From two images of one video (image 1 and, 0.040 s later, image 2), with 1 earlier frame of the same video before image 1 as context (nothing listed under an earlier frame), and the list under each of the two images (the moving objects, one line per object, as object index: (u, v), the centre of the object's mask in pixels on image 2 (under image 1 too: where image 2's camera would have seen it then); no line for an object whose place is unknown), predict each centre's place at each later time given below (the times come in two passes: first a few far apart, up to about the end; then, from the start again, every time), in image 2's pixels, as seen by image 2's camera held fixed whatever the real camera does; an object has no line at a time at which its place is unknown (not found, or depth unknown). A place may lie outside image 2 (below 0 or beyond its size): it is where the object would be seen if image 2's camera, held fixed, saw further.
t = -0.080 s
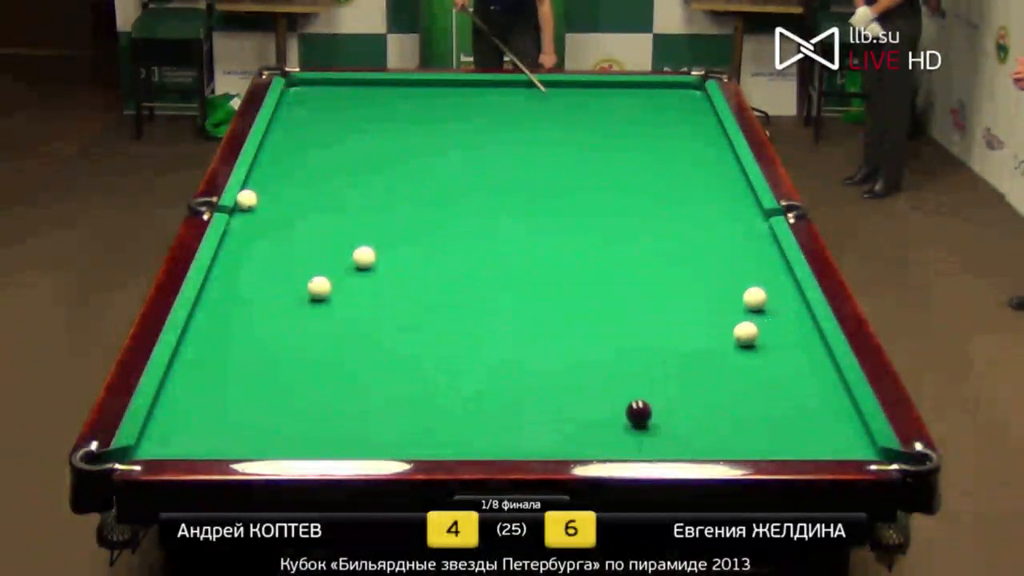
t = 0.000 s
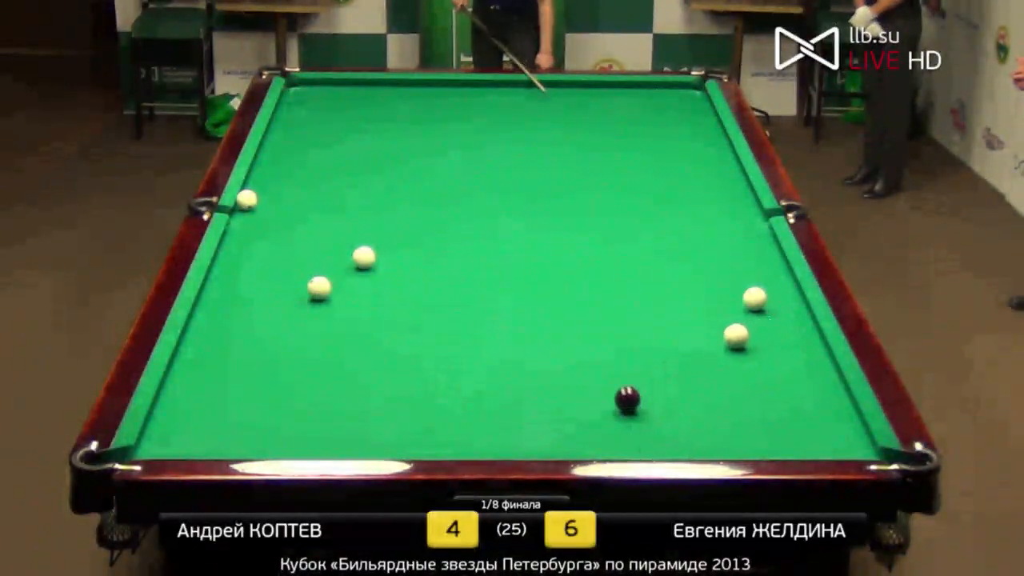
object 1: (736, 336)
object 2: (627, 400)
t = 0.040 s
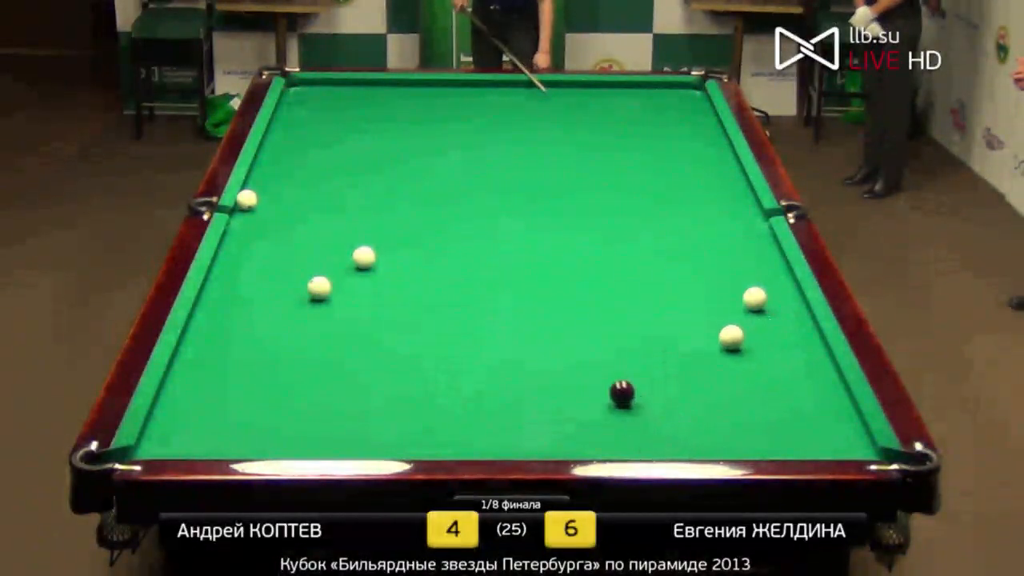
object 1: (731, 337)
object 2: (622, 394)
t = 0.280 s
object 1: (702, 345)
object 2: (592, 358)
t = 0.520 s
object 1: (675, 352)
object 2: (565, 326)
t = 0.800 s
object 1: (643, 360)
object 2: (537, 293)
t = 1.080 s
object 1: (611, 367)
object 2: (511, 263)
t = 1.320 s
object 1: (585, 373)
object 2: (492, 240)
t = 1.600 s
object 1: (555, 380)
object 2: (471, 216)
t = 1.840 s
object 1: (530, 386)
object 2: (455, 197)
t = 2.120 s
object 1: (502, 393)
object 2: (437, 177)
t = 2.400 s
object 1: (475, 399)
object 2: (421, 158)
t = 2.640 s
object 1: (454, 404)
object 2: (408, 143)
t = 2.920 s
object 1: (429, 409)
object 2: (394, 128)
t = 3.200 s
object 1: (405, 414)
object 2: (382, 113)
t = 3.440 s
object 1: (387, 418)
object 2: (372, 102)
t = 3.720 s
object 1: (366, 422)
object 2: (361, 89)
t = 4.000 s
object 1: (347, 425)
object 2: (351, 85)
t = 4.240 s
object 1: (332, 428)
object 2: (343, 90)
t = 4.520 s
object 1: (316, 431)
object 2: (334, 97)
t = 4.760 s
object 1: (304, 433)
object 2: (326, 102)
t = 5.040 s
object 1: (291, 436)
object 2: (317, 108)
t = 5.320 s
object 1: (280, 437)
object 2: (308, 113)
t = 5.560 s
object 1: (273, 438)
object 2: (301, 118)
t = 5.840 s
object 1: (266, 438)
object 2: (293, 124)
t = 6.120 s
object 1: (262, 439)
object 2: (286, 129)
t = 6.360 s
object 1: (260, 439)
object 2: (280, 133)
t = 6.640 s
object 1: (260, 439)
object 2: (273, 137)
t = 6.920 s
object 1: (261, 439)
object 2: (270, 141)
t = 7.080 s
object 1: (261, 439)
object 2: (271, 143)
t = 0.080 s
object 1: (726, 339)
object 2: (617, 388)
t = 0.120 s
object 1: (721, 340)
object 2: (612, 381)
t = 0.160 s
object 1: (717, 341)
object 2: (607, 376)
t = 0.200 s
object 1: (712, 342)
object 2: (601, 370)
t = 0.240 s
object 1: (707, 344)
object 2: (597, 364)
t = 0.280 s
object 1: (702, 345)
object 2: (592, 358)
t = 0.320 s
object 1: (698, 346)
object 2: (587, 353)
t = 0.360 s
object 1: (693, 347)
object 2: (583, 347)
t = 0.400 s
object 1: (688, 348)
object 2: (578, 342)
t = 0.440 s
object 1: (684, 349)
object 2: (574, 337)
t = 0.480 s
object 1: (679, 350)
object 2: (569, 332)
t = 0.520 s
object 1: (675, 352)
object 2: (565, 326)
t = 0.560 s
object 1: (670, 353)
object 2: (561, 321)
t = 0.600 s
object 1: (665, 354)
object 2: (557, 316)
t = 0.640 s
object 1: (661, 355)
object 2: (553, 312)
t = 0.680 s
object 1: (656, 356)
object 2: (549, 307)
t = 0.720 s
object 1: (652, 357)
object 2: (545, 302)
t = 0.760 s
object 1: (647, 358)
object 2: (541, 297)
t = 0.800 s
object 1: (643, 360)
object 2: (537, 293)
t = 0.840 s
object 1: (638, 360)
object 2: (533, 289)
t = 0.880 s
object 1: (634, 362)
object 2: (529, 284)
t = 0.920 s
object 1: (629, 363)
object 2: (526, 280)
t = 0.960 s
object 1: (625, 364)
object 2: (522, 276)
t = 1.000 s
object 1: (620, 365)
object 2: (518, 272)
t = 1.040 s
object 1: (615, 366)
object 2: (515, 267)
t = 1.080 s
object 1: (611, 367)
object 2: (511, 263)
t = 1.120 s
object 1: (607, 368)
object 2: (508, 259)
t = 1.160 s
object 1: (602, 369)
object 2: (505, 255)
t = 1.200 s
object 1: (598, 370)
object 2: (501, 251)
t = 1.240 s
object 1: (594, 371)
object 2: (498, 248)
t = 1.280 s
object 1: (589, 372)
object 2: (495, 244)
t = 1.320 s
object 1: (585, 373)
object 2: (492, 240)
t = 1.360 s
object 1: (581, 374)
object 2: (489, 237)
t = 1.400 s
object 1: (576, 375)
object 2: (486, 233)
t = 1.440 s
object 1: (572, 376)
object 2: (483, 229)
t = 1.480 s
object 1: (568, 377)
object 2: (479, 226)
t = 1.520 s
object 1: (563, 378)
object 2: (477, 222)
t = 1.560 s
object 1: (559, 379)
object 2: (474, 219)
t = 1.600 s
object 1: (555, 380)
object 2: (471, 216)
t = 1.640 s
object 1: (551, 381)
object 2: (468, 212)
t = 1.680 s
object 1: (547, 382)
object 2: (465, 209)
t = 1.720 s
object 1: (543, 383)
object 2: (463, 206)
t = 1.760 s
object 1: (538, 384)
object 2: (460, 203)
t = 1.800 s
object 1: (534, 385)
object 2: (457, 200)
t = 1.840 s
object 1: (530, 386)
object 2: (455, 197)
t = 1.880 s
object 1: (526, 387)
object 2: (452, 194)
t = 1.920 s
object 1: (522, 387)
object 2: (449, 190)
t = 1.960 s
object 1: (518, 389)
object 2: (447, 188)
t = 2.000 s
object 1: (513, 388)
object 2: (444, 186)
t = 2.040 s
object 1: (510, 391)
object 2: (442, 182)
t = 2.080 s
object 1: (506, 392)
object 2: (439, 179)
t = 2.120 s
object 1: (502, 393)
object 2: (437, 177)
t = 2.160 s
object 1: (498, 393)
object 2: (435, 174)
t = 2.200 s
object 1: (494, 395)
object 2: (432, 171)
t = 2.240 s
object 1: (491, 395)
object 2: (430, 169)
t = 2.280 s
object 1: (487, 397)
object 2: (427, 166)
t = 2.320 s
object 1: (483, 398)
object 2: (425, 163)
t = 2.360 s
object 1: (479, 398)
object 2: (423, 160)
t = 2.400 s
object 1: (475, 399)
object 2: (421, 158)
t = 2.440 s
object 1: (472, 400)
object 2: (419, 155)
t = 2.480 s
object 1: (468, 401)
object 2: (417, 153)
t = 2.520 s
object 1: (465, 402)
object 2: (414, 150)
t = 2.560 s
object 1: (461, 402)
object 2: (413, 148)
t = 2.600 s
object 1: (457, 403)
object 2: (410, 146)
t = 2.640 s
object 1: (454, 404)
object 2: (408, 143)
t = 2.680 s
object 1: (450, 405)
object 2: (406, 141)
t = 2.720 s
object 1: (446, 406)
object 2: (404, 139)
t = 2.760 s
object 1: (443, 407)
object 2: (402, 136)
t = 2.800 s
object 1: (439, 407)
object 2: (400, 134)
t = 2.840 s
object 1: (436, 408)
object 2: (398, 132)
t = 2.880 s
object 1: (432, 409)
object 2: (396, 130)
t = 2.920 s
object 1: (429, 409)
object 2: (394, 128)
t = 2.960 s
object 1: (425, 410)
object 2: (393, 125)
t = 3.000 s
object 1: (422, 411)
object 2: (391, 123)
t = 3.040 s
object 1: (418, 412)
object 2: (389, 121)
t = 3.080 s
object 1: (415, 412)
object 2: (387, 119)
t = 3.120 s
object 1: (412, 413)
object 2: (385, 117)
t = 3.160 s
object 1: (409, 414)
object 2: (384, 115)
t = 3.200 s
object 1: (405, 414)
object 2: (382, 113)
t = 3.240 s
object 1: (402, 415)
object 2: (380, 111)
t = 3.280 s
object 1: (399, 416)
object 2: (379, 109)
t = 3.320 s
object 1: (396, 416)
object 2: (377, 107)
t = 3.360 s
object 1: (393, 417)
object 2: (375, 106)
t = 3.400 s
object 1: (390, 417)
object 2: (374, 103)
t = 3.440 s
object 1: (387, 418)
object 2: (372, 102)
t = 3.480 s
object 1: (384, 419)
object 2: (370, 100)
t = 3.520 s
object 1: (381, 419)
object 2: (369, 98)
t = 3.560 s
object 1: (378, 420)
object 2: (367, 96)
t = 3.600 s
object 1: (375, 420)
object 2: (366, 94)
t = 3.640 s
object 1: (372, 420)
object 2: (364, 92)
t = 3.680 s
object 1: (369, 421)
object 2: (362, 91)
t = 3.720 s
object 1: (366, 422)
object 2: (361, 89)
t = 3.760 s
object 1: (364, 422)
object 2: (360, 88)
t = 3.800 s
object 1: (361, 423)
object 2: (358, 86)
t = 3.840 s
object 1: (358, 423)
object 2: (356, 84)
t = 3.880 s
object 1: (355, 423)
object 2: (355, 82)
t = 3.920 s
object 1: (353, 424)
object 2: (353, 82)
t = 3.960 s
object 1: (350, 425)
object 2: (352, 84)
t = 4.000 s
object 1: (347, 425)
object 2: (351, 85)
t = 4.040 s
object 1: (345, 425)
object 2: (350, 86)
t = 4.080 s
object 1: (342, 426)
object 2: (348, 87)
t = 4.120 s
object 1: (340, 426)
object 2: (347, 88)
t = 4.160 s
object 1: (337, 427)
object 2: (346, 88)
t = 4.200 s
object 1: (335, 427)
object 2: (344, 89)
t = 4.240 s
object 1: (332, 428)
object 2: (343, 90)
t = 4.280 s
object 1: (330, 428)
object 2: (341, 90)
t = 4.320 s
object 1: (327, 429)
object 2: (340, 91)
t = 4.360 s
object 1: (325, 429)
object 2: (339, 92)
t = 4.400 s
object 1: (322, 430)
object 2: (337, 94)
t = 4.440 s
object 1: (320, 430)
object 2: (336, 95)
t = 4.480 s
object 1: (318, 431)
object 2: (335, 96)
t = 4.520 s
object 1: (316, 431)
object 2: (334, 97)
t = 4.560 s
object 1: (314, 431)
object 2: (333, 98)
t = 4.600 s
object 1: (312, 431)
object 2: (331, 98)
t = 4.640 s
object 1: (310, 432)
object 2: (330, 99)
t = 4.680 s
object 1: (308, 433)
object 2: (328, 100)
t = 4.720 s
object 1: (306, 433)
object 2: (327, 101)
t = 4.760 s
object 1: (304, 433)
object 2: (326, 102)
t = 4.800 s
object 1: (302, 434)
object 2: (324, 102)
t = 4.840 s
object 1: (300, 434)
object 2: (323, 103)
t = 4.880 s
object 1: (298, 434)
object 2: (322, 104)
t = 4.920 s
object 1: (296, 435)
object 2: (320, 105)
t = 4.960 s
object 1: (294, 435)
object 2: (319, 106)
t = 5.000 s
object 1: (293, 435)
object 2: (318, 107)
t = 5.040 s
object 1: (291, 436)
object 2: (317, 108)
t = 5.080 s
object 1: (289, 436)
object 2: (316, 108)
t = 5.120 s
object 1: (287, 436)
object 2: (314, 109)
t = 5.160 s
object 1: (286, 436)
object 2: (313, 110)
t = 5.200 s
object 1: (284, 436)
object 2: (312, 111)
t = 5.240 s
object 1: (283, 437)
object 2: (311, 112)
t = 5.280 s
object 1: (281, 437)
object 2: (310, 113)
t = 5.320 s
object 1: (280, 437)
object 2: (308, 113)
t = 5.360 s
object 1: (279, 437)
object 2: (307, 114)
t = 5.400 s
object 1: (277, 437)
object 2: (306, 115)
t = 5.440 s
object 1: (276, 438)
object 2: (305, 116)
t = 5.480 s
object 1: (275, 438)
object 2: (303, 117)
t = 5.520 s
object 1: (274, 438)
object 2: (302, 118)
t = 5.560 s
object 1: (273, 438)
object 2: (301, 118)
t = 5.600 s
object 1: (271, 438)
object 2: (300, 119)
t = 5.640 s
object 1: (270, 438)
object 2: (299, 120)
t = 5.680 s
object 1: (270, 438)
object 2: (298, 121)
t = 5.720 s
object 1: (268, 438)
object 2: (297, 122)
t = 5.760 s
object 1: (268, 438)
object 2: (296, 122)
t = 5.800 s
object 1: (267, 438)
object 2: (294, 123)
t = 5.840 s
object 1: (266, 438)
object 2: (293, 124)
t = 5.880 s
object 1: (265, 438)
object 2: (292, 125)
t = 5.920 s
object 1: (265, 439)
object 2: (291, 125)
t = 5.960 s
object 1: (264, 438)
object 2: (290, 126)
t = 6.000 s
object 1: (263, 438)
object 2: (289, 127)
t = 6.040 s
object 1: (263, 438)
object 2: (288, 127)
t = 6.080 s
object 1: (262, 438)
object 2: (287, 128)
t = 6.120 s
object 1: (262, 439)
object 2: (286, 129)
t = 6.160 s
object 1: (261, 439)
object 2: (285, 130)
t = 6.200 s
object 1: (261, 439)
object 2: (284, 130)
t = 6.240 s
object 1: (260, 439)
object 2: (282, 131)
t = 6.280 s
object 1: (260, 439)
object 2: (282, 132)
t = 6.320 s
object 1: (260, 439)
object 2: (280, 132)
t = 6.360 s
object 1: (260, 439)
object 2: (280, 133)
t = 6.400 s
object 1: (260, 439)
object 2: (278, 134)
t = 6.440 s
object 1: (260, 439)
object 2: (277, 134)
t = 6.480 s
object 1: (259, 439)
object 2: (276, 135)
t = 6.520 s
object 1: (259, 439)
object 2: (276, 136)
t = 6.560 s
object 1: (260, 439)
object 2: (275, 136)
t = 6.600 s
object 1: (260, 439)
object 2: (274, 137)
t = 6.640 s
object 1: (260, 439)
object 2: (273, 137)
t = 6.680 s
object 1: (260, 439)
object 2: (272, 138)
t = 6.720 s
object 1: (260, 439)
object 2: (271, 139)
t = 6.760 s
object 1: (260, 439)
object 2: (270, 139)
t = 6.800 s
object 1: (260, 438)
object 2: (270, 140)
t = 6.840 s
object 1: (261, 439)
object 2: (270, 141)
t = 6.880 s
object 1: (261, 439)
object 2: (270, 141)
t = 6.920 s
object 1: (261, 439)
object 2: (270, 141)
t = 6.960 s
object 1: (261, 439)
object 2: (271, 142)
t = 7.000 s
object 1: (261, 439)
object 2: (271, 142)
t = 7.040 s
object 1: (261, 439)
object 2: (271, 143)
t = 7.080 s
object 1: (261, 439)
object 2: (271, 143)
